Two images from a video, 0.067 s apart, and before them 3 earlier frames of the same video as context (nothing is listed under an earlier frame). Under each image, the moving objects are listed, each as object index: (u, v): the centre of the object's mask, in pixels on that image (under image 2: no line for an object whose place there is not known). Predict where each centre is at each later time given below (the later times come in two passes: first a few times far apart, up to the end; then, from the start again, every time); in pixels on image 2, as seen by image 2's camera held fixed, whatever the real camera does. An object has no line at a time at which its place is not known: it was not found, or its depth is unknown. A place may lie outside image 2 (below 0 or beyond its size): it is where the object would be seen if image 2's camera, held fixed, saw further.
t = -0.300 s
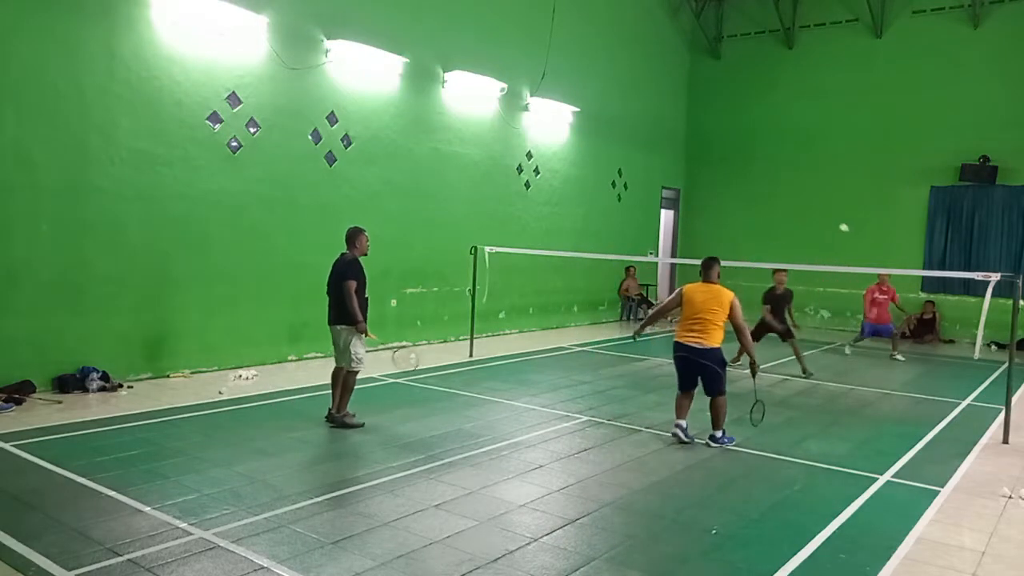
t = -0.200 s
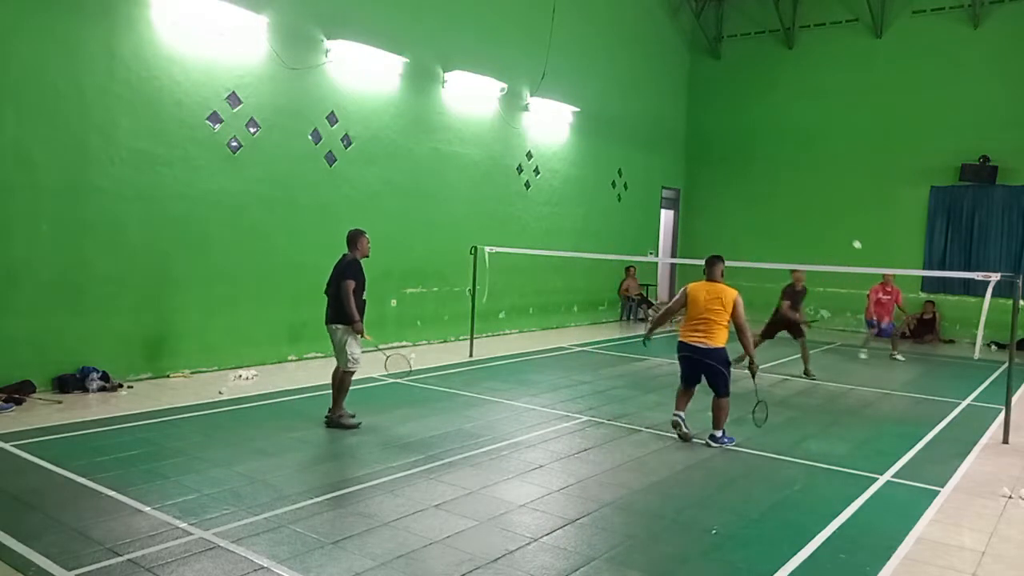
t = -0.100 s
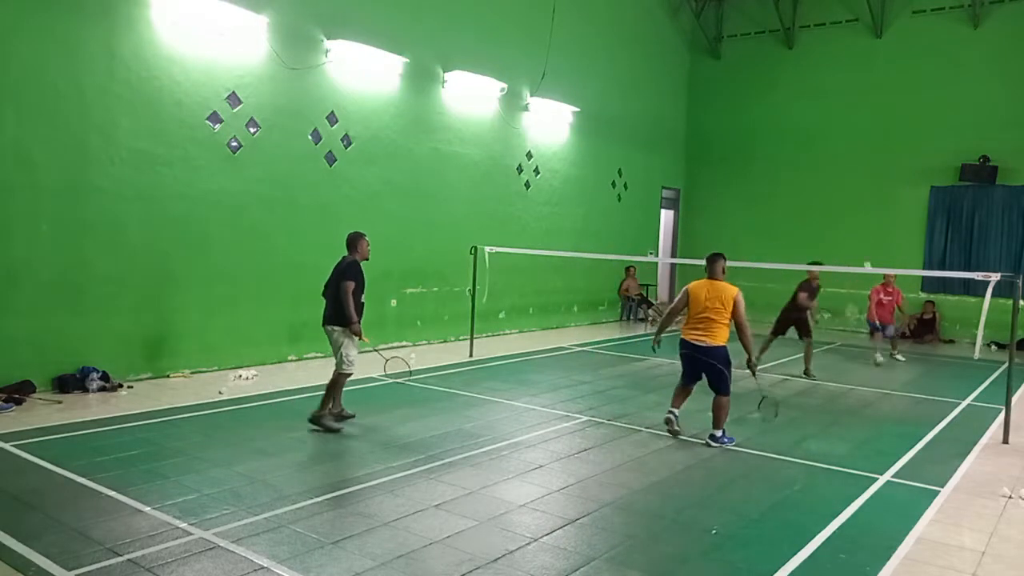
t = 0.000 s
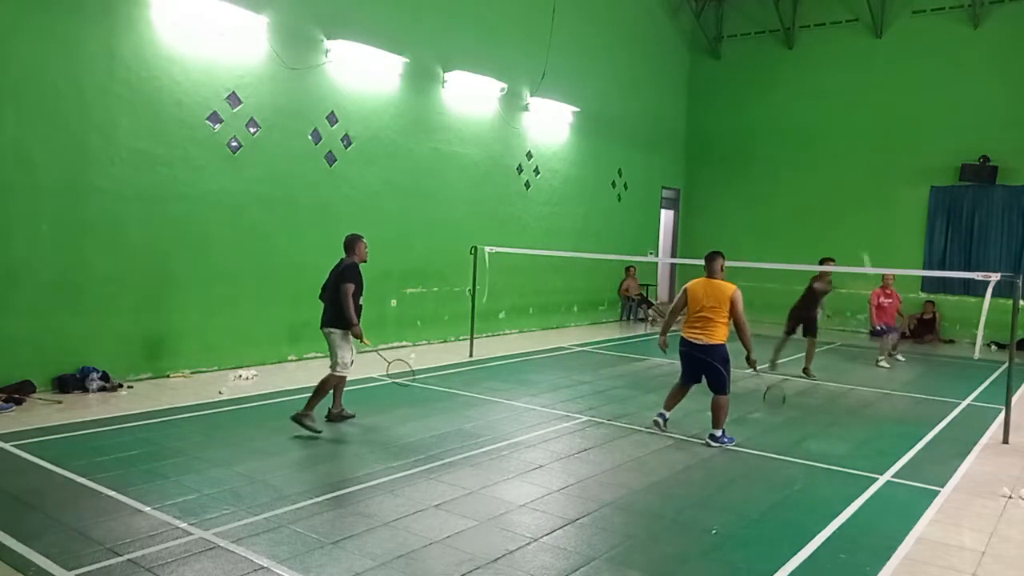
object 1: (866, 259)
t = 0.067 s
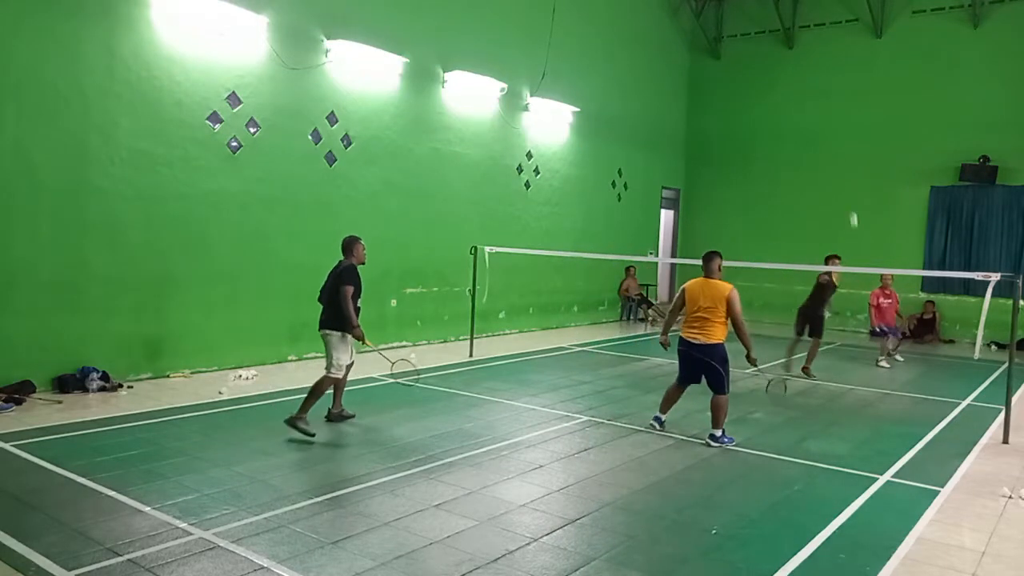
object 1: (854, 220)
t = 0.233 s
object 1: (825, 145)
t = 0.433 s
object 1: (783, 91)
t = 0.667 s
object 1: (716, 100)
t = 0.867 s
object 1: (636, 205)
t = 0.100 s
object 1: (851, 206)
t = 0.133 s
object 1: (844, 189)
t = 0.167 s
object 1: (837, 174)
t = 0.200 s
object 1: (831, 159)
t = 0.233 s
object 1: (825, 145)
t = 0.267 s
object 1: (819, 133)
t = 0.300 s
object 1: (812, 122)
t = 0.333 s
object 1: (805, 112)
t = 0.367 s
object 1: (798, 104)
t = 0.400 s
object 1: (791, 97)
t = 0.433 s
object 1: (783, 91)
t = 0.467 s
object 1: (776, 87)
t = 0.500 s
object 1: (767, 84)
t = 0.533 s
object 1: (758, 83)
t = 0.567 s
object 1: (749, 84)
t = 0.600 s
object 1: (739, 87)
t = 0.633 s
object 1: (728, 92)
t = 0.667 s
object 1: (716, 100)
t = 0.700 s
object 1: (704, 110)
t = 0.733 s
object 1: (691, 123)
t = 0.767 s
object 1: (678, 139)
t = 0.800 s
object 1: (664, 158)
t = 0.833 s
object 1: (650, 180)
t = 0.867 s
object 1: (636, 205)
